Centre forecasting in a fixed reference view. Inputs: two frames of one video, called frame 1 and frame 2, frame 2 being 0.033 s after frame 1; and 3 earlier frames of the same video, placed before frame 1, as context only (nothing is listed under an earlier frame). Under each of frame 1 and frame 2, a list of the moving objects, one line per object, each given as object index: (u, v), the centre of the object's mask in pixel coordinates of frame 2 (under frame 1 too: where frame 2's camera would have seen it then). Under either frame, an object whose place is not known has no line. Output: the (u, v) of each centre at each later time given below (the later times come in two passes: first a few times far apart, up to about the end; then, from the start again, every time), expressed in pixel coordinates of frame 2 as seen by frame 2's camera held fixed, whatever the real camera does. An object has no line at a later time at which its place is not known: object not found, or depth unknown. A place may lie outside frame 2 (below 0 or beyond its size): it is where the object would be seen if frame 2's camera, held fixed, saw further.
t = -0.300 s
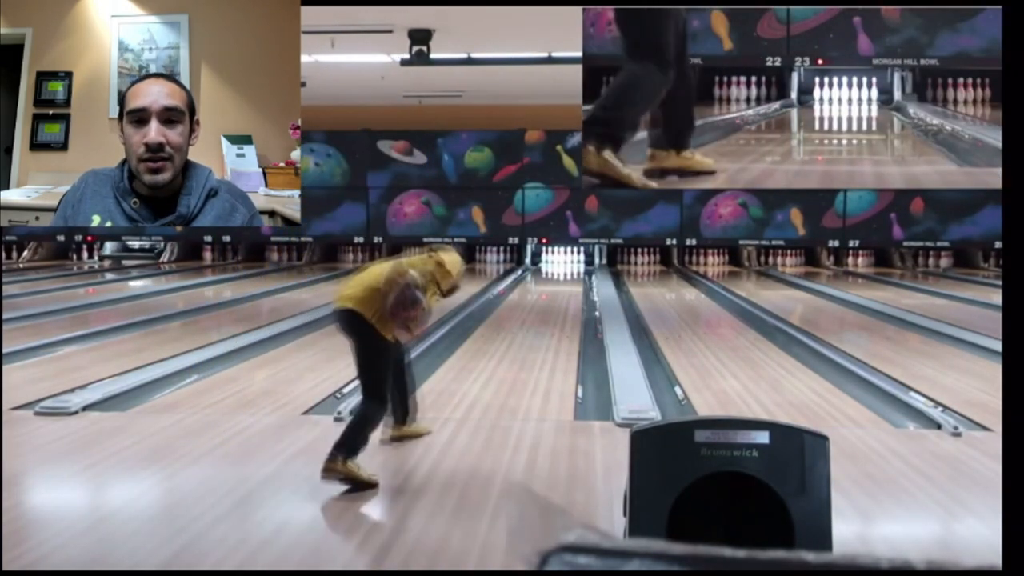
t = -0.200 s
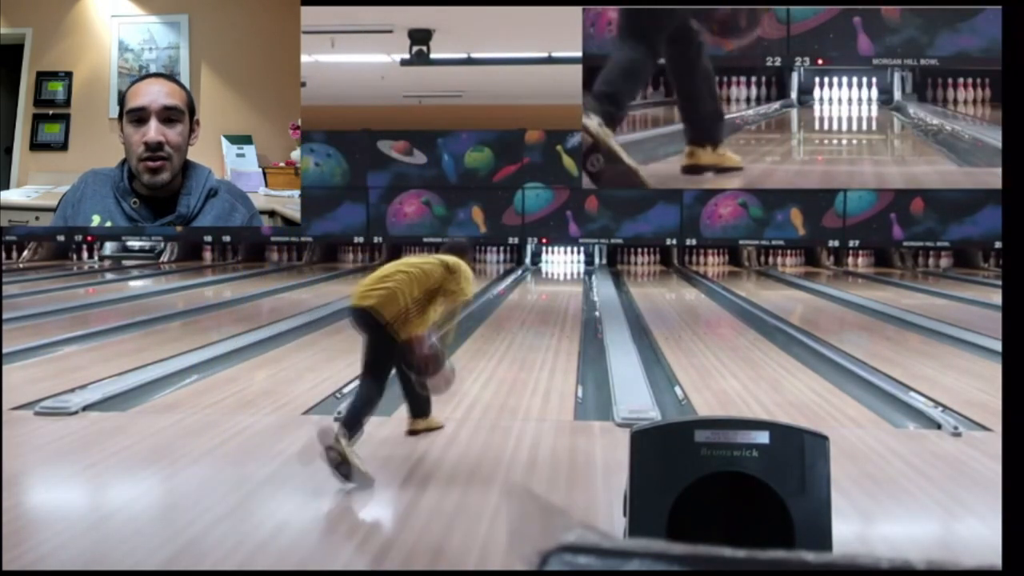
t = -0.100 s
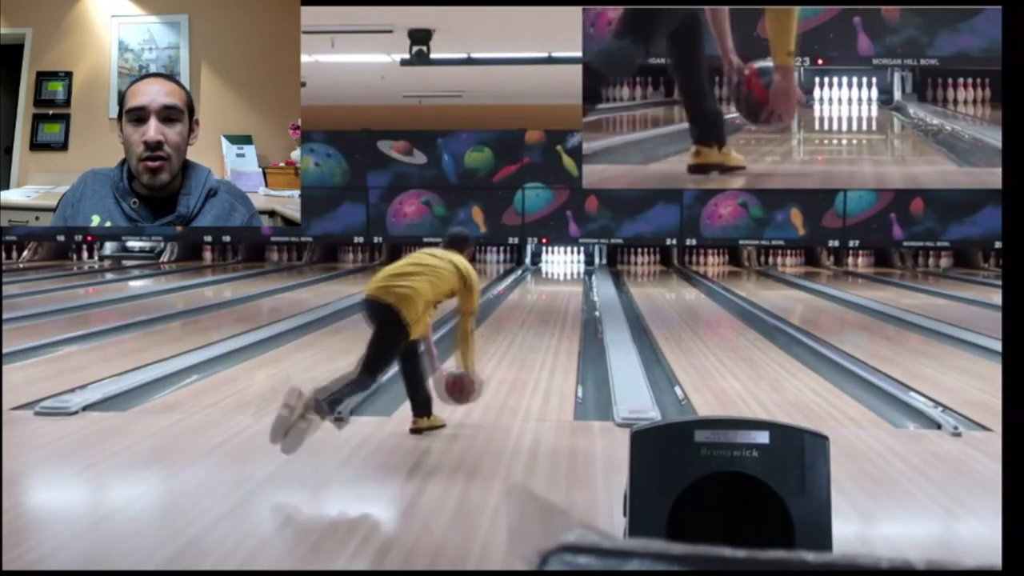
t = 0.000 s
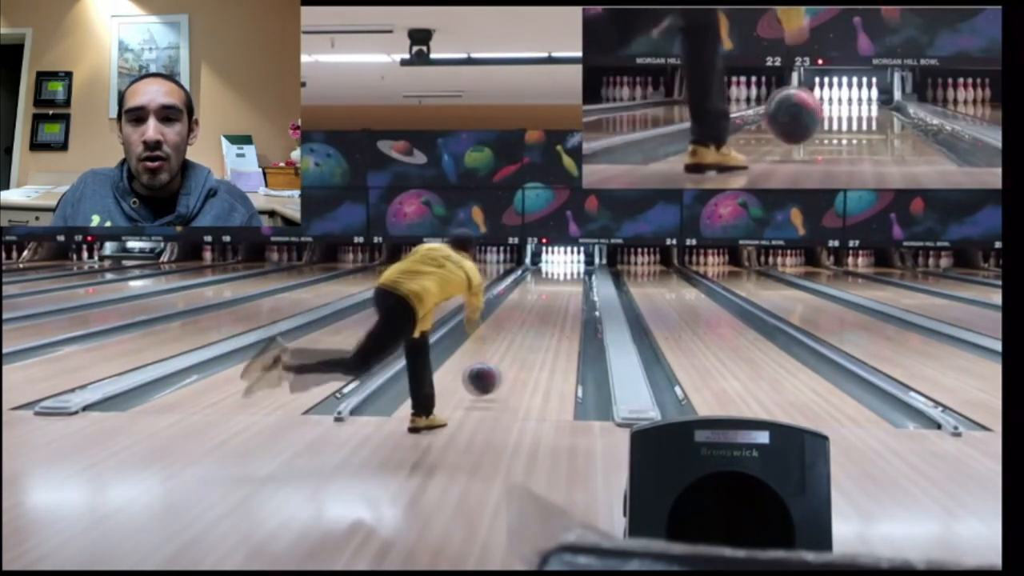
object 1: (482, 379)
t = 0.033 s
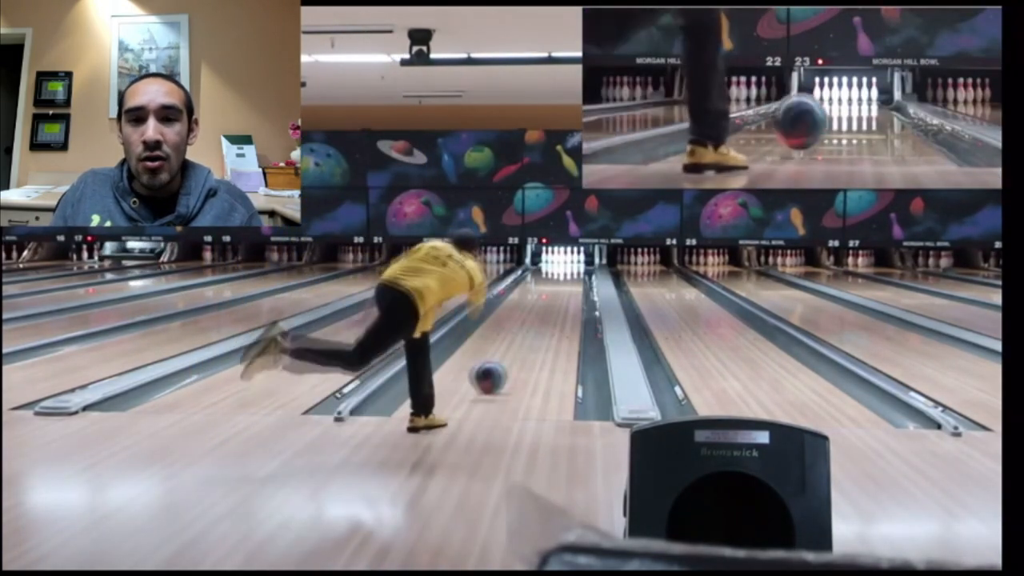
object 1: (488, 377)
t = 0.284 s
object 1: (523, 347)
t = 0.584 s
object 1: (548, 318)
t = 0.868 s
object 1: (564, 303)
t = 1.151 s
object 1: (573, 291)
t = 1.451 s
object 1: (579, 280)
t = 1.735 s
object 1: (580, 273)
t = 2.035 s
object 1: (577, 268)
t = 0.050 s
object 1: (492, 375)
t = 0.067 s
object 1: (494, 374)
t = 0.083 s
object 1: (498, 370)
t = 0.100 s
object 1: (499, 368)
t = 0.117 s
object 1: (502, 367)
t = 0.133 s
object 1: (505, 364)
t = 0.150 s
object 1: (507, 361)
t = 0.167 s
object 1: (509, 360)
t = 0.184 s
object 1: (512, 356)
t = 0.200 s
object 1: (514, 354)
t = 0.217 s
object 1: (516, 352)
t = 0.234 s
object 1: (518, 351)
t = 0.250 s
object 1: (520, 348)
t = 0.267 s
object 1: (521, 348)
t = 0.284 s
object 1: (523, 347)
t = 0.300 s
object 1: (525, 345)
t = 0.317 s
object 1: (528, 342)
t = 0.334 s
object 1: (529, 341)
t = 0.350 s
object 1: (531, 338)
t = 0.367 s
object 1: (532, 337)
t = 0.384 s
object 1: (534, 335)
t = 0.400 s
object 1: (534, 333)
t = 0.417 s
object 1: (536, 332)
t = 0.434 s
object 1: (537, 331)
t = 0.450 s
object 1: (539, 330)
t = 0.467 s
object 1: (540, 328)
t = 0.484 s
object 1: (542, 327)
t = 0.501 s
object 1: (543, 326)
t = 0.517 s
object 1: (545, 324)
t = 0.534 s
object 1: (546, 323)
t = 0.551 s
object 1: (547, 321)
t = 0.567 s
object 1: (547, 320)
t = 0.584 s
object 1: (548, 318)
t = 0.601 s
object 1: (550, 318)
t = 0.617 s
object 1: (551, 317)
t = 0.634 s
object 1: (552, 317)
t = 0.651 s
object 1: (553, 314)
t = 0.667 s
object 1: (554, 314)
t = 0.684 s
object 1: (555, 313)
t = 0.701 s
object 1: (556, 312)
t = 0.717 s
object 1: (557, 310)
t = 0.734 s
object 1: (558, 310)
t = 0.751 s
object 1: (559, 308)
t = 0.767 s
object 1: (560, 308)
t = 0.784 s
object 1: (561, 307)
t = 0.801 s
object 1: (561, 306)
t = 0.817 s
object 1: (562, 305)
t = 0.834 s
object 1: (562, 304)
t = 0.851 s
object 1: (564, 303)
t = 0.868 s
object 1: (564, 303)
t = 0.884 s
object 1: (565, 302)
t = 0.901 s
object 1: (565, 301)
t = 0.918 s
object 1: (566, 300)
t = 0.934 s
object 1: (567, 299)
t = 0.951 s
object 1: (568, 298)
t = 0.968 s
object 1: (568, 298)
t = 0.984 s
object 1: (568, 298)
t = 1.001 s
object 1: (569, 297)
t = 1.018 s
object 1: (570, 296)
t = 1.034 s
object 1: (570, 295)
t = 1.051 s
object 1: (571, 295)
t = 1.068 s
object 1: (571, 294)
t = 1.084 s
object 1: (572, 293)
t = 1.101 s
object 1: (572, 293)
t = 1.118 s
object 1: (573, 292)
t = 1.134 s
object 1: (573, 291)
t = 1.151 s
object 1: (573, 291)
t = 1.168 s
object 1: (574, 290)
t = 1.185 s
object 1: (574, 289)
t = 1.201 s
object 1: (575, 289)
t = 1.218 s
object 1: (575, 289)
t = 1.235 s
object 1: (576, 288)
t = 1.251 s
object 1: (576, 288)
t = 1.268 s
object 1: (576, 287)
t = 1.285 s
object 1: (576, 286)
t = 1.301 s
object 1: (576, 286)
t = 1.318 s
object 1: (577, 285)
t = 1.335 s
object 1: (577, 284)
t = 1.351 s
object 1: (577, 284)
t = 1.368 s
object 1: (577, 284)
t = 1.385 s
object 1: (578, 283)
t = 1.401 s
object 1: (578, 282)
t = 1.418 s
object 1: (578, 281)
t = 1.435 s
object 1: (578, 281)
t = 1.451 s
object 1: (579, 280)
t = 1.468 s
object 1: (579, 280)
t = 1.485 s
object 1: (579, 280)
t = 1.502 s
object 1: (580, 279)
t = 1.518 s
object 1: (580, 279)
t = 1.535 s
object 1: (580, 278)
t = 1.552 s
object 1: (581, 278)
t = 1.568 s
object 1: (580, 277)
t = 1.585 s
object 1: (580, 277)
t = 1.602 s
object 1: (580, 277)
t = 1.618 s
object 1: (580, 276)
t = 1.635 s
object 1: (580, 276)
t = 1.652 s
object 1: (580, 275)
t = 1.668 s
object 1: (580, 274)
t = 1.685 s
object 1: (581, 275)
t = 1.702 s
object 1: (580, 274)
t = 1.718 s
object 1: (580, 273)
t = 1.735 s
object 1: (580, 273)
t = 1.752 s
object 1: (580, 273)
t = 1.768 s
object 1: (580, 272)
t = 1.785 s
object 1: (580, 272)
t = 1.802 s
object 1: (580, 272)
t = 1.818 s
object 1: (580, 272)
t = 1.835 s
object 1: (580, 271)
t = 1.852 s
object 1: (579, 270)
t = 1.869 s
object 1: (579, 270)
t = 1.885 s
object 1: (579, 270)
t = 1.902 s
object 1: (579, 270)
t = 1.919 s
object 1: (579, 270)
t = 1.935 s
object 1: (578, 269)
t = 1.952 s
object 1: (578, 269)
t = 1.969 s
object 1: (578, 269)
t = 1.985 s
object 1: (578, 269)
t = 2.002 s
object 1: (577, 269)
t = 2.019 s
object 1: (577, 269)
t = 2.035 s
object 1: (577, 268)
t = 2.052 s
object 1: (576, 268)
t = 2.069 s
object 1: (576, 268)
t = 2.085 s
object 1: (575, 268)
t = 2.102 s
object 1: (575, 267)
